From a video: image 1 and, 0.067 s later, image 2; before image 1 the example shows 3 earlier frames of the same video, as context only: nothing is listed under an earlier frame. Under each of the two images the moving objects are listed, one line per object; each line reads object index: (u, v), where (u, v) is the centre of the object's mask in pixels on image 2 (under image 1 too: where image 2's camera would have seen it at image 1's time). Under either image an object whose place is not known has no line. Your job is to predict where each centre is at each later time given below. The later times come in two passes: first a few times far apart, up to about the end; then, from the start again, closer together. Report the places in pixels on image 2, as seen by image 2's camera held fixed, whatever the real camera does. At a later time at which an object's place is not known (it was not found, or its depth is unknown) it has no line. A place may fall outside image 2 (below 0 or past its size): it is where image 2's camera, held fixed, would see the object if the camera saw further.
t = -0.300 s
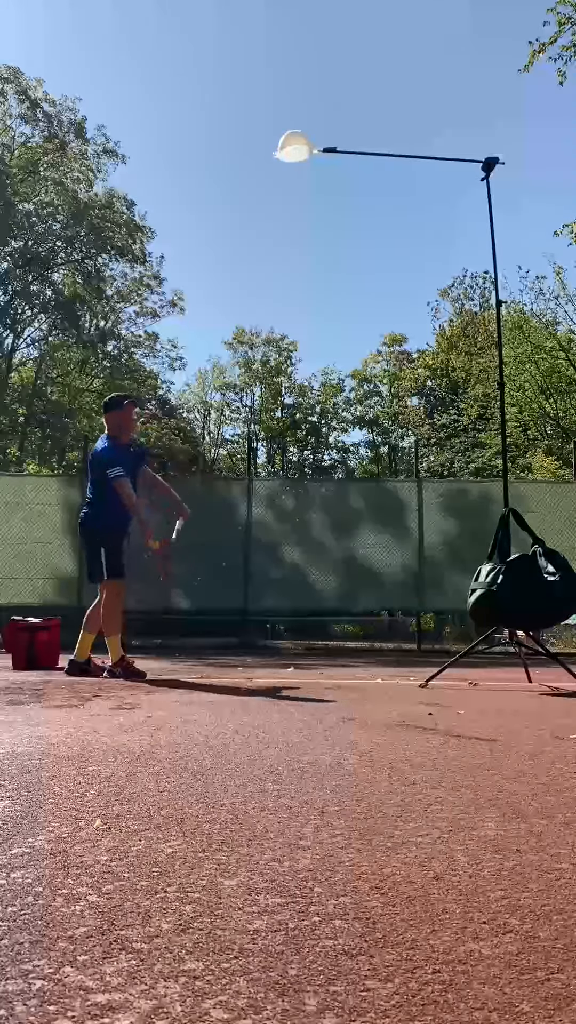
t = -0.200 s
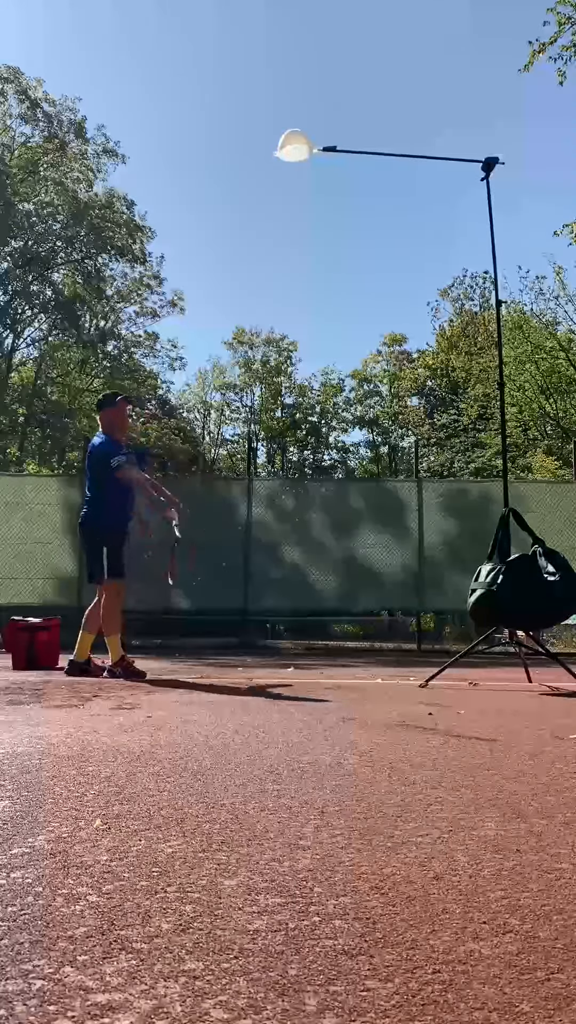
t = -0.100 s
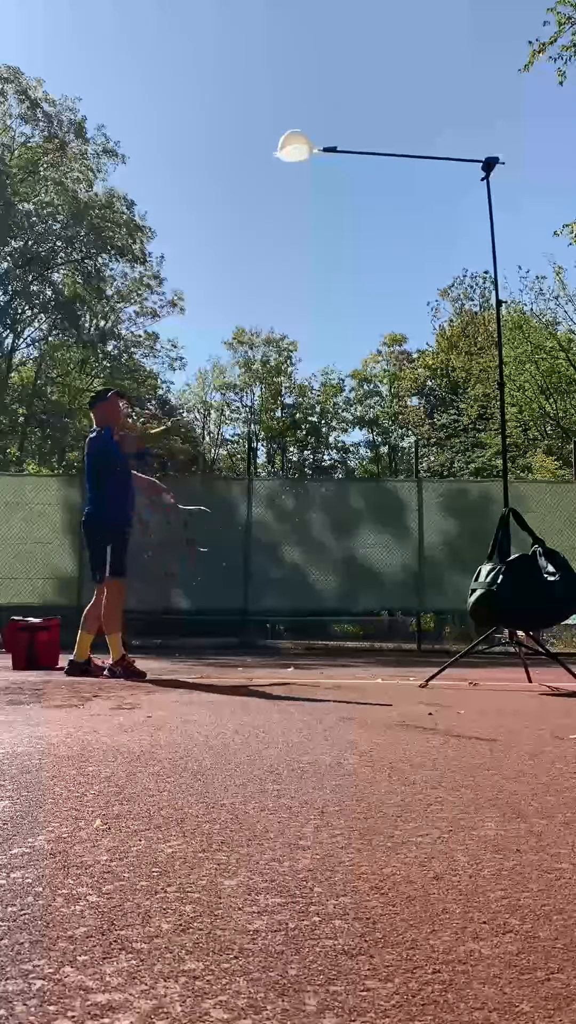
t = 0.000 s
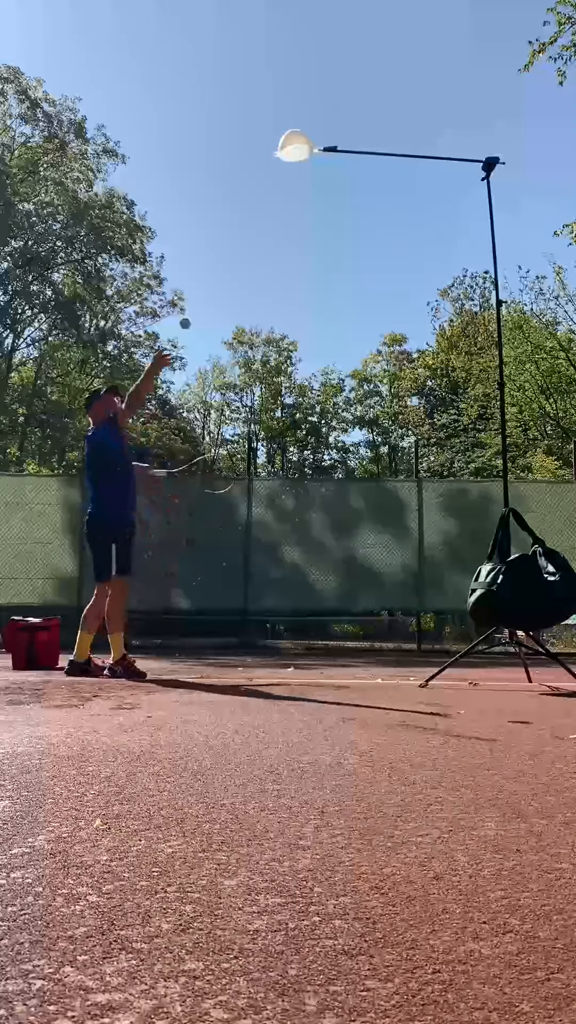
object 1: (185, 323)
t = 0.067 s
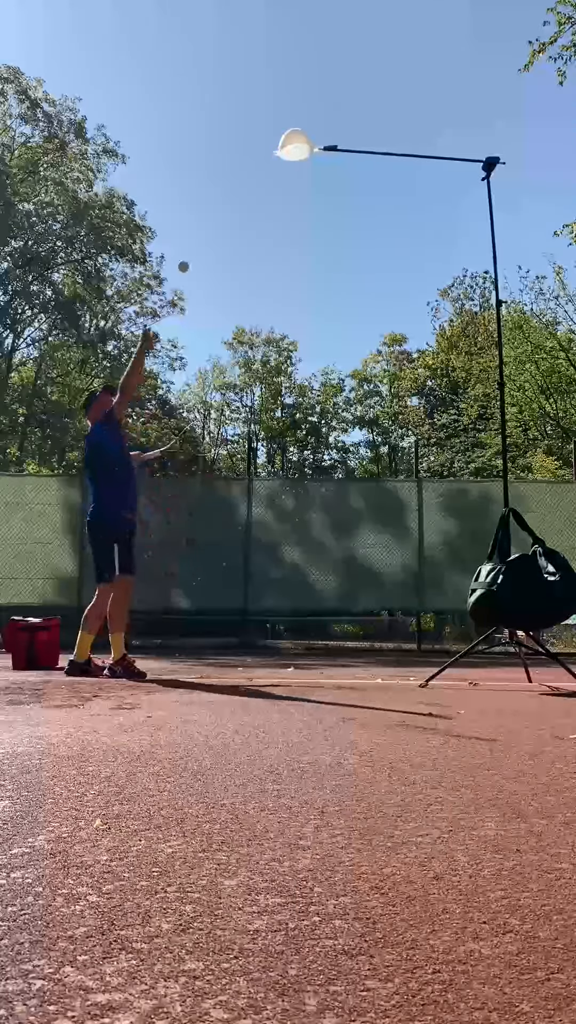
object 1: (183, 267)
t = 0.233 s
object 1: (180, 160)
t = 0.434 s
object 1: (174, 95)
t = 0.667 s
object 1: (166, 99)
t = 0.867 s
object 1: (157, 172)
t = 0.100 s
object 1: (183, 242)
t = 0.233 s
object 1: (180, 160)
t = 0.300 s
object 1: (178, 131)
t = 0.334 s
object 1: (177, 119)
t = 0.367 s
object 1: (176, 109)
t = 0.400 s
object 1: (175, 101)
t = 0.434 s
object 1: (174, 95)
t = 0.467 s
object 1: (173, 90)
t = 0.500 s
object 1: (172, 87)
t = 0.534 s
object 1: (171, 86)
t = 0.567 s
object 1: (170, 86)
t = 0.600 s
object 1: (169, 89)
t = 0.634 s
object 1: (167, 93)
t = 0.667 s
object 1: (166, 99)
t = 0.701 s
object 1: (165, 107)
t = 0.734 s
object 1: (163, 116)
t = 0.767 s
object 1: (162, 127)
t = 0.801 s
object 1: (160, 140)
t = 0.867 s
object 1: (157, 172)
